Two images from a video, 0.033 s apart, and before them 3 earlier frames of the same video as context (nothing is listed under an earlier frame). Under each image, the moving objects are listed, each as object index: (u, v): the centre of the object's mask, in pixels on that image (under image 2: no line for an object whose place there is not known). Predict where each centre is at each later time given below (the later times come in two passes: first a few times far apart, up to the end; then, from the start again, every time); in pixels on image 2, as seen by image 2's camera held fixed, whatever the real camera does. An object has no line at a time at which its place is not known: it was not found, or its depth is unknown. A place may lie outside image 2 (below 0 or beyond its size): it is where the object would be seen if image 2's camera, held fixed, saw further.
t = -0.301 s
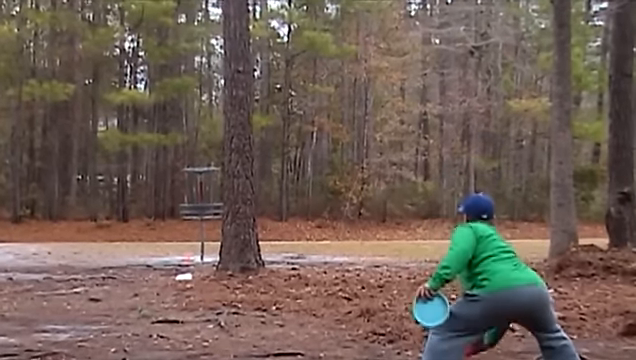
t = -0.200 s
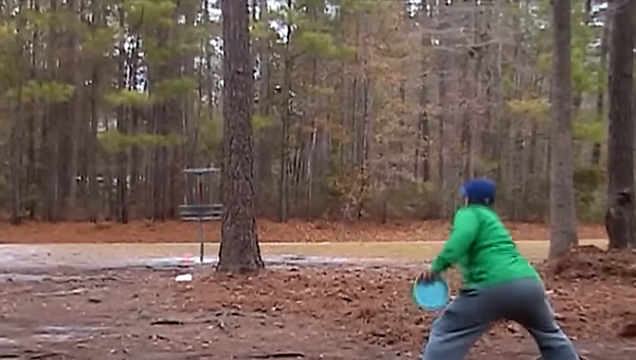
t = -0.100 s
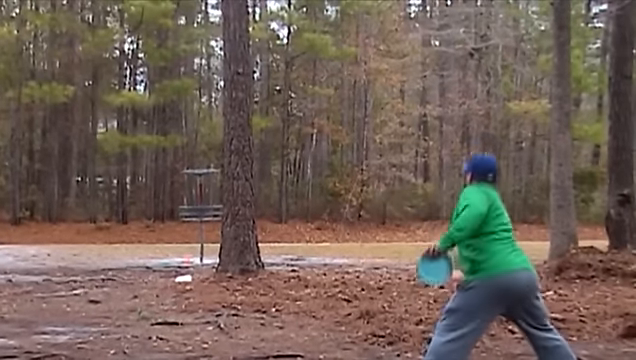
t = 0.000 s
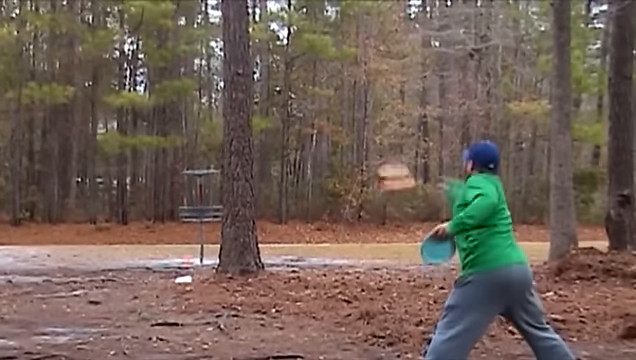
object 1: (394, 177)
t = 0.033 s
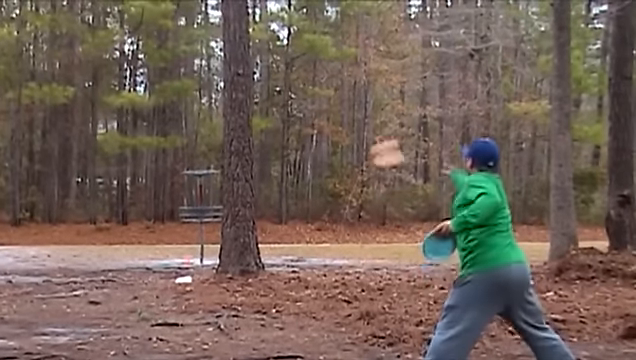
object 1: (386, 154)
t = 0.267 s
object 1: (334, 65)
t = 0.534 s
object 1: (293, 52)
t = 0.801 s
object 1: (265, 72)
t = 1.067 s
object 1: (285, 90)
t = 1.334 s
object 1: (308, 122)
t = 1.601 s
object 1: (315, 170)
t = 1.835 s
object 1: (310, 226)
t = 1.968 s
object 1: (302, 263)
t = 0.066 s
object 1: (376, 132)
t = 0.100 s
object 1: (369, 114)
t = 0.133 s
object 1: (361, 101)
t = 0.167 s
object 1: (351, 88)
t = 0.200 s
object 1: (347, 79)
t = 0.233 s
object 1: (339, 72)
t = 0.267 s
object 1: (334, 65)
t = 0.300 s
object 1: (328, 61)
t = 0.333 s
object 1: (320, 57)
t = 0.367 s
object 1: (317, 54)
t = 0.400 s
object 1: (311, 52)
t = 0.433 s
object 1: (306, 52)
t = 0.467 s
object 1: (302, 51)
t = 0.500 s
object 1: (296, 51)
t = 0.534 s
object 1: (293, 52)
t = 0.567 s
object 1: (290, 54)
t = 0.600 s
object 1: (285, 56)
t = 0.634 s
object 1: (282, 57)
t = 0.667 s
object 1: (277, 60)
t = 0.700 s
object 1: (274, 63)
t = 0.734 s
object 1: (271, 66)
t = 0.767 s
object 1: (267, 69)
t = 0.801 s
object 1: (265, 72)
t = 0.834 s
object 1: (260, 76)
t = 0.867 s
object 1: (261, 78)
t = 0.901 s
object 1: (266, 80)
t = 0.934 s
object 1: (270, 82)
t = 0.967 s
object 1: (275, 83)
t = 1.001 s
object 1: (279, 86)
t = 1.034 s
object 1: (282, 88)
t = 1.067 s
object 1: (285, 90)
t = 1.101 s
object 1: (290, 93)
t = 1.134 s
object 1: (293, 96)
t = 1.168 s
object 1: (296, 100)
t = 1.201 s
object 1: (299, 103)
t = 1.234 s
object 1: (302, 108)
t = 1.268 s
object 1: (304, 112)
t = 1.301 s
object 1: (305, 116)
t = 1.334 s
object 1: (308, 122)
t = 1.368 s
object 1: (310, 127)
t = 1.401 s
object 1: (311, 131)
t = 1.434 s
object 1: (313, 137)
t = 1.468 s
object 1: (313, 144)
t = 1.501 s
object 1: (314, 149)
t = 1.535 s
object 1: (315, 155)
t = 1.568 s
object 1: (315, 162)
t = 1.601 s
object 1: (315, 170)
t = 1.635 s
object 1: (314, 176)
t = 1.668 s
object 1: (314, 183)
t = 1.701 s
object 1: (314, 192)
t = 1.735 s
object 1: (313, 200)
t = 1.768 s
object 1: (313, 208)
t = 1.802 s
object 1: (311, 217)
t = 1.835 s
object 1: (310, 226)
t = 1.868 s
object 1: (308, 235)
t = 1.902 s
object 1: (307, 244)
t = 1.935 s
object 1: (305, 253)
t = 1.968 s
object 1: (302, 263)
